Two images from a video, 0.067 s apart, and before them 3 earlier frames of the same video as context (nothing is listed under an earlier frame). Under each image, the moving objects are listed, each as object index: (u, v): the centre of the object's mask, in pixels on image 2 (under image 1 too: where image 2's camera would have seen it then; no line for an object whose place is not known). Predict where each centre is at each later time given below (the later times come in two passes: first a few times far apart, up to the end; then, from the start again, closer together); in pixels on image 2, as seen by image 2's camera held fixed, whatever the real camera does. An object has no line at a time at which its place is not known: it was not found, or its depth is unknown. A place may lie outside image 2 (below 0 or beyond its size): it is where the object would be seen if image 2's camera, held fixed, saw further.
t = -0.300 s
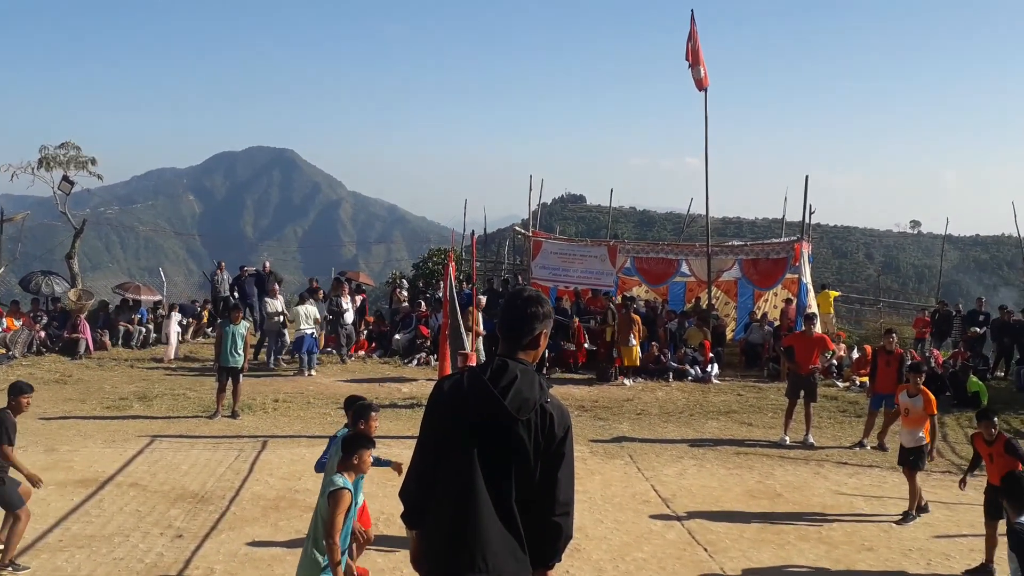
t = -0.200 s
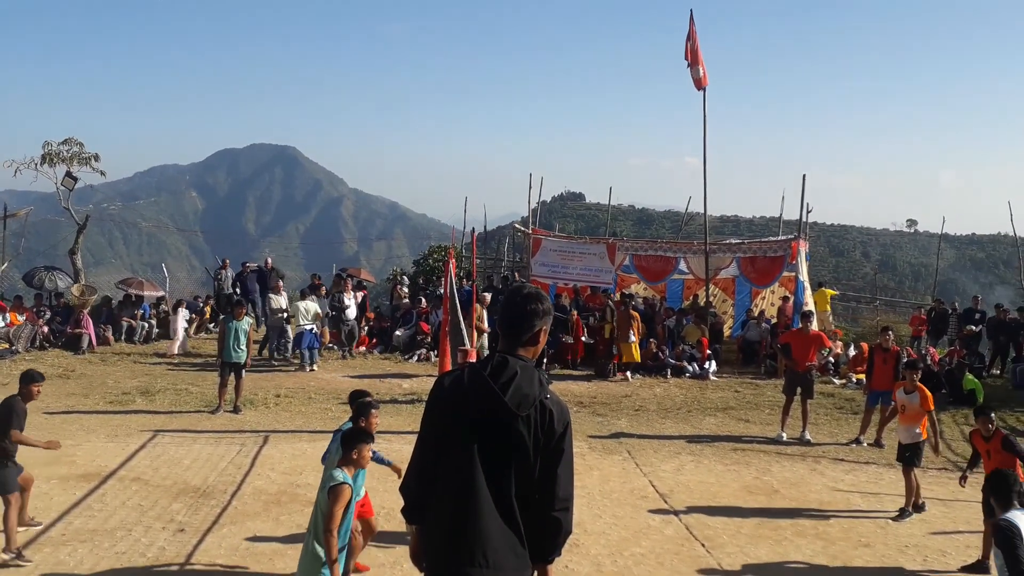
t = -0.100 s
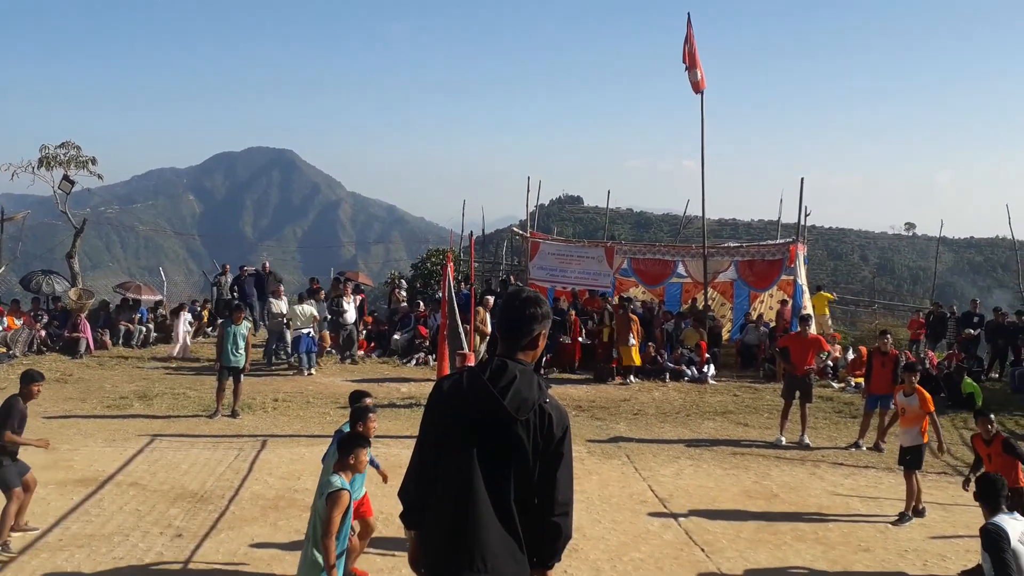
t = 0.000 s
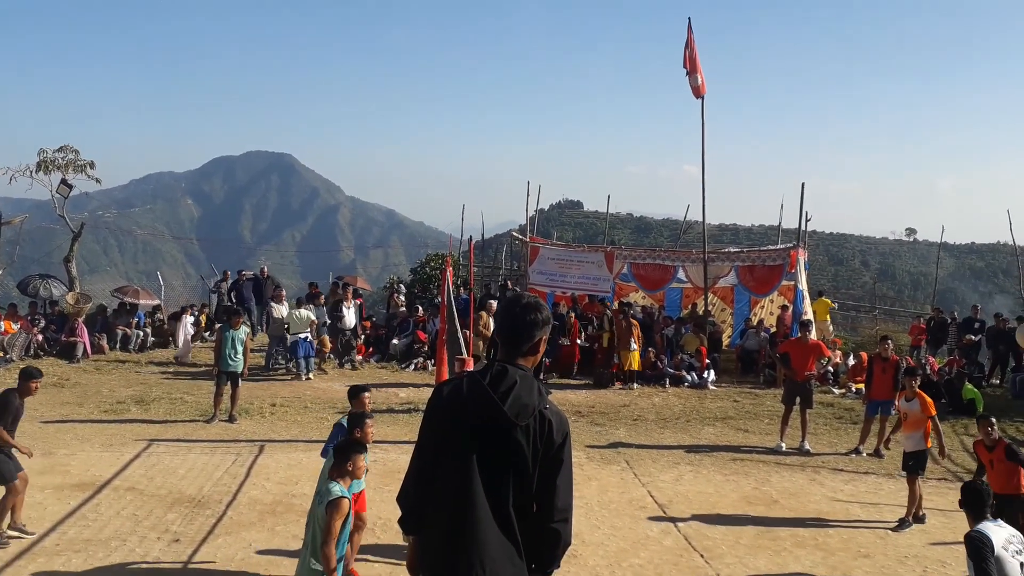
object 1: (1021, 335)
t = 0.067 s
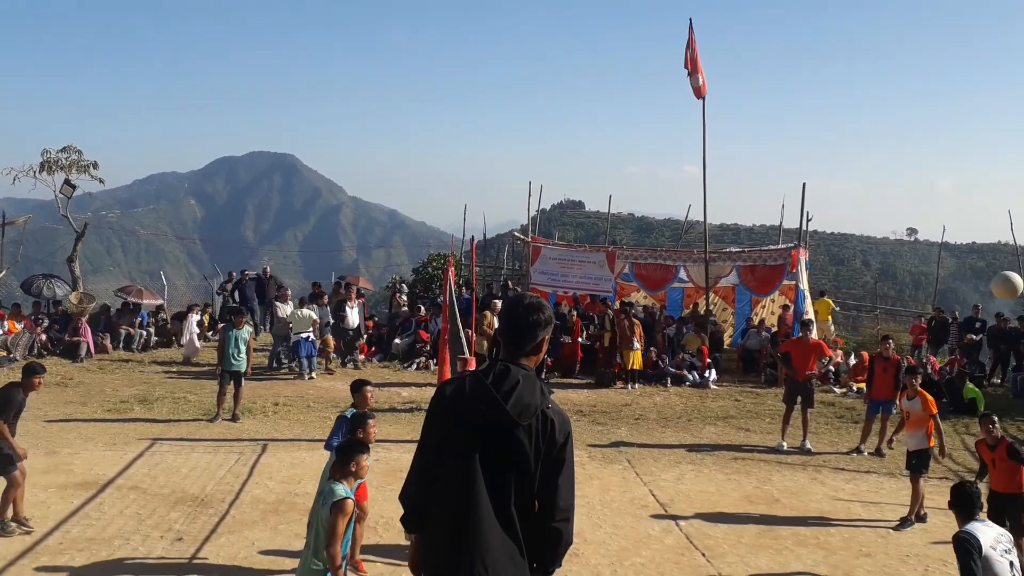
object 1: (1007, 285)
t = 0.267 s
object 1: (930, 176)
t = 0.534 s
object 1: (830, 116)
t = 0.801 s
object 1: (731, 153)
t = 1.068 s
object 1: (635, 273)
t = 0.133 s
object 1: (981, 243)
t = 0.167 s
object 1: (968, 223)
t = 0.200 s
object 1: (955, 206)
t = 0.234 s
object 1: (943, 190)
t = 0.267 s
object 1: (930, 176)
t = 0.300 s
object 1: (918, 163)
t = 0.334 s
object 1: (905, 152)
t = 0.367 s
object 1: (892, 143)
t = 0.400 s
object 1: (880, 134)
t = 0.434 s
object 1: (868, 127)
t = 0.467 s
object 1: (854, 123)
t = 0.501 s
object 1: (842, 119)
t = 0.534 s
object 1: (830, 116)
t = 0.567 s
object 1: (817, 116)
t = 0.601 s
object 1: (805, 117)
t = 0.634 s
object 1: (793, 119)
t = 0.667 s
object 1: (781, 123)
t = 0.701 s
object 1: (768, 129)
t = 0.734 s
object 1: (755, 136)
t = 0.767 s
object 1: (743, 144)
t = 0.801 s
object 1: (731, 153)
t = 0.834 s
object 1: (719, 163)
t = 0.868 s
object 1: (707, 176)
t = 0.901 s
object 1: (695, 189)
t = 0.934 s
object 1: (682, 204)
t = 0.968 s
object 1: (671, 219)
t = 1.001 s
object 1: (659, 236)
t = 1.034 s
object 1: (648, 254)
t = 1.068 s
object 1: (635, 273)
